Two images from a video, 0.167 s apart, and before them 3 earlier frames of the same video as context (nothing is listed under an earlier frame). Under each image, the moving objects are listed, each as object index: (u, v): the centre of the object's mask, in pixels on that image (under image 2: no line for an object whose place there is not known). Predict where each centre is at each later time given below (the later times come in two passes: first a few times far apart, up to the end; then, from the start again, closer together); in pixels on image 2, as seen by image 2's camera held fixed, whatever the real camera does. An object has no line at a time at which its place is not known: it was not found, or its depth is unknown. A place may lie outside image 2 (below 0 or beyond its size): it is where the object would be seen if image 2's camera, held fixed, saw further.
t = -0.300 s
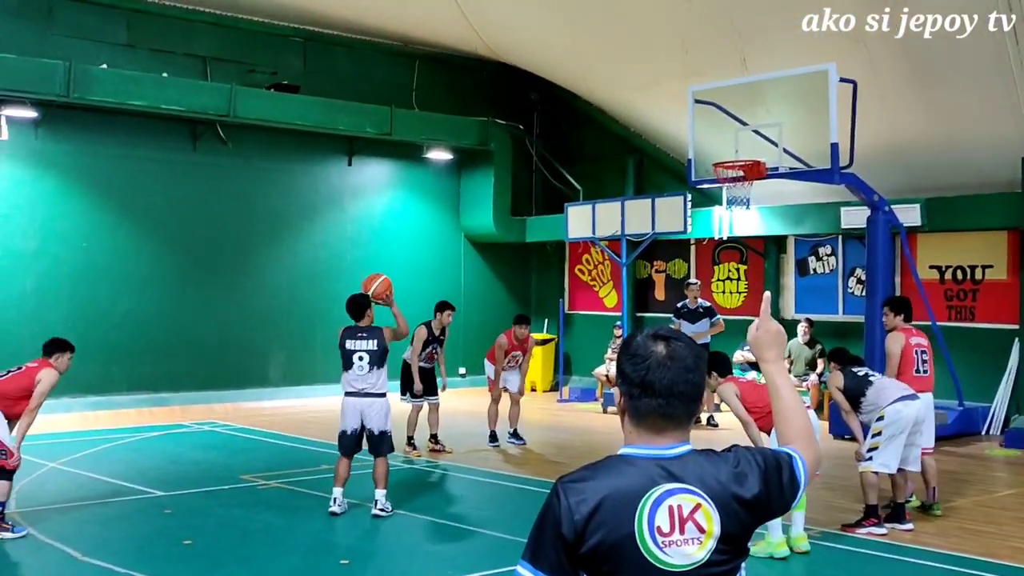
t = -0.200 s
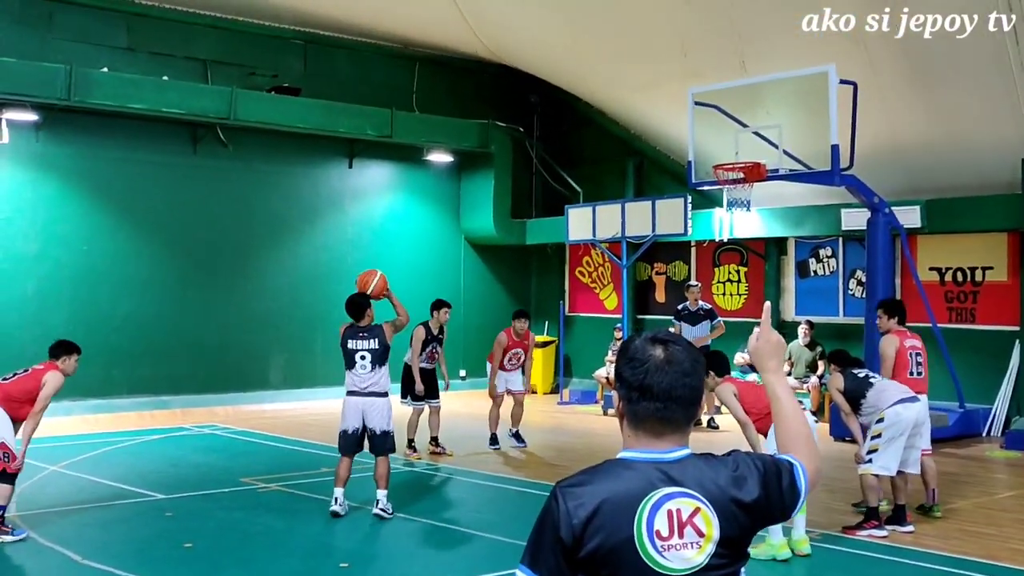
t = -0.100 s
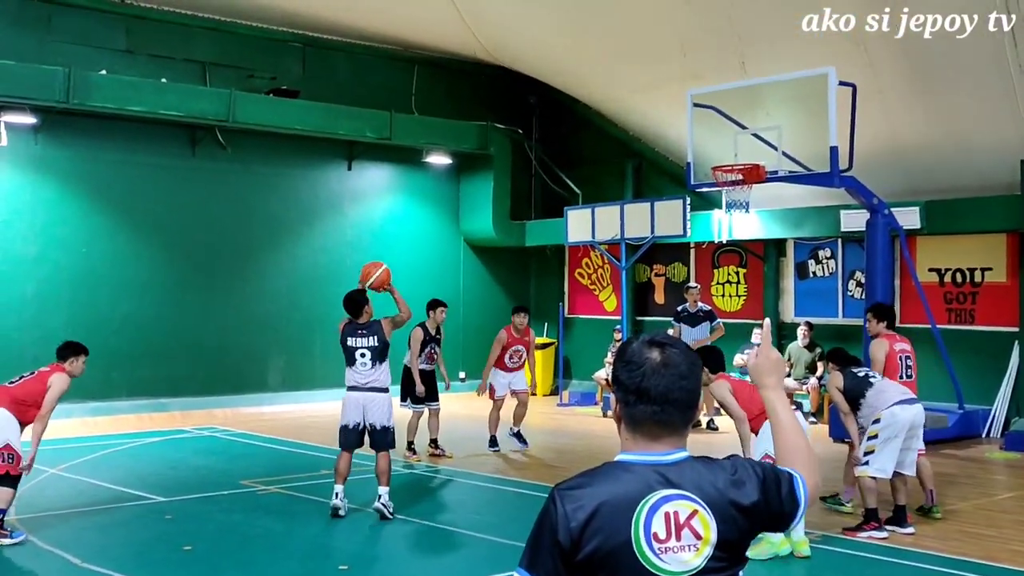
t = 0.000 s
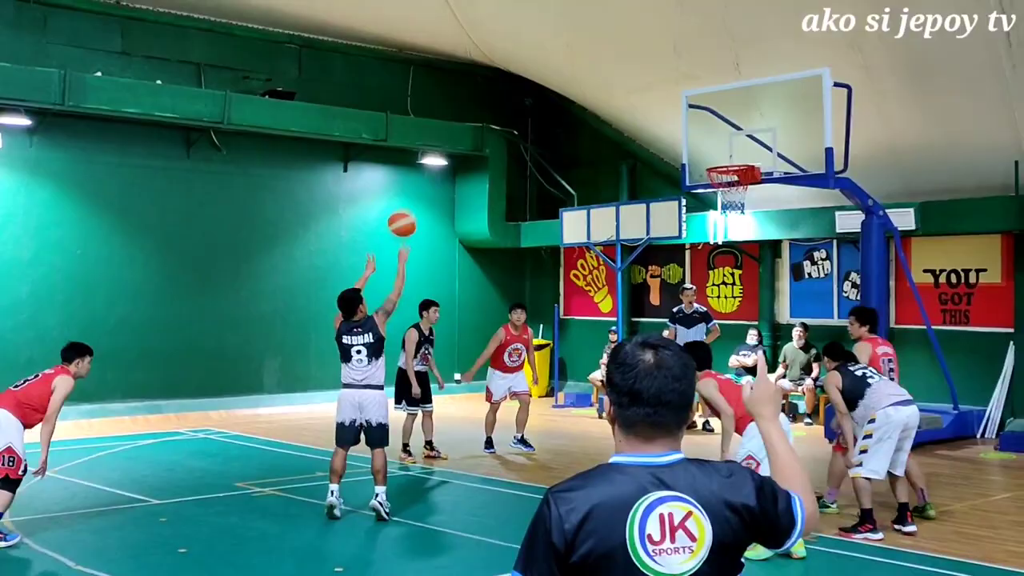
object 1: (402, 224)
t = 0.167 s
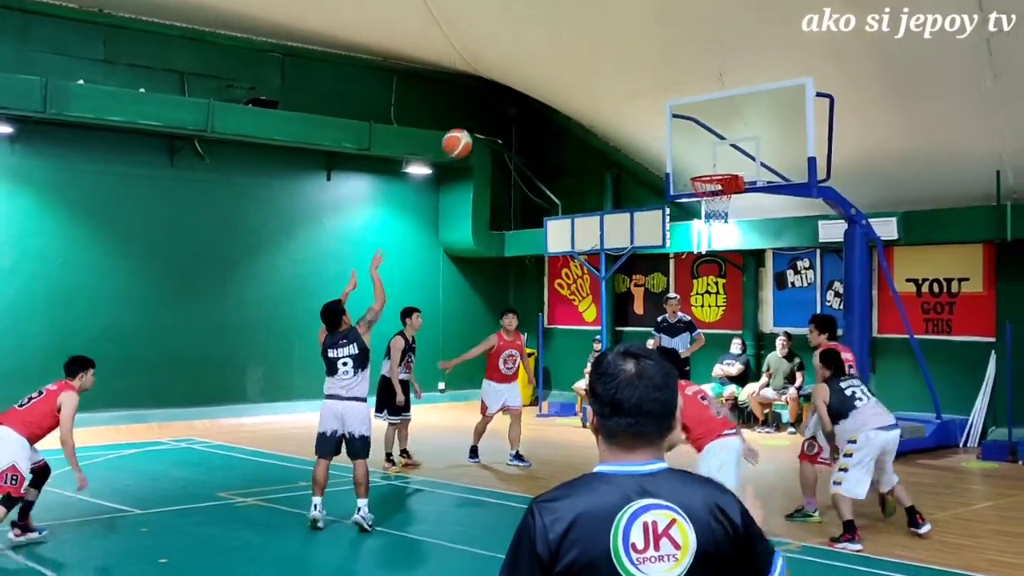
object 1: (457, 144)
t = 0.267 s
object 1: (496, 109)
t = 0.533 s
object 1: (590, 78)
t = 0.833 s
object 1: (679, 131)
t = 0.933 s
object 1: (705, 165)
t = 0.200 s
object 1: (470, 131)
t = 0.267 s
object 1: (496, 109)
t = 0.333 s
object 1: (521, 94)
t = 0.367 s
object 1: (533, 88)
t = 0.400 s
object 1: (545, 83)
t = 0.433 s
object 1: (557, 80)
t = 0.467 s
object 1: (567, 78)
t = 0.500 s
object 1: (578, 77)
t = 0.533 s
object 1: (590, 78)
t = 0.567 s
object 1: (600, 79)
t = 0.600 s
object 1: (610, 82)
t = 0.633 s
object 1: (621, 86)
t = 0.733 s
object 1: (651, 104)
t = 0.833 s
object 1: (679, 131)
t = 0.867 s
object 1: (687, 141)
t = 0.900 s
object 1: (697, 153)
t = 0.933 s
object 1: (705, 165)
